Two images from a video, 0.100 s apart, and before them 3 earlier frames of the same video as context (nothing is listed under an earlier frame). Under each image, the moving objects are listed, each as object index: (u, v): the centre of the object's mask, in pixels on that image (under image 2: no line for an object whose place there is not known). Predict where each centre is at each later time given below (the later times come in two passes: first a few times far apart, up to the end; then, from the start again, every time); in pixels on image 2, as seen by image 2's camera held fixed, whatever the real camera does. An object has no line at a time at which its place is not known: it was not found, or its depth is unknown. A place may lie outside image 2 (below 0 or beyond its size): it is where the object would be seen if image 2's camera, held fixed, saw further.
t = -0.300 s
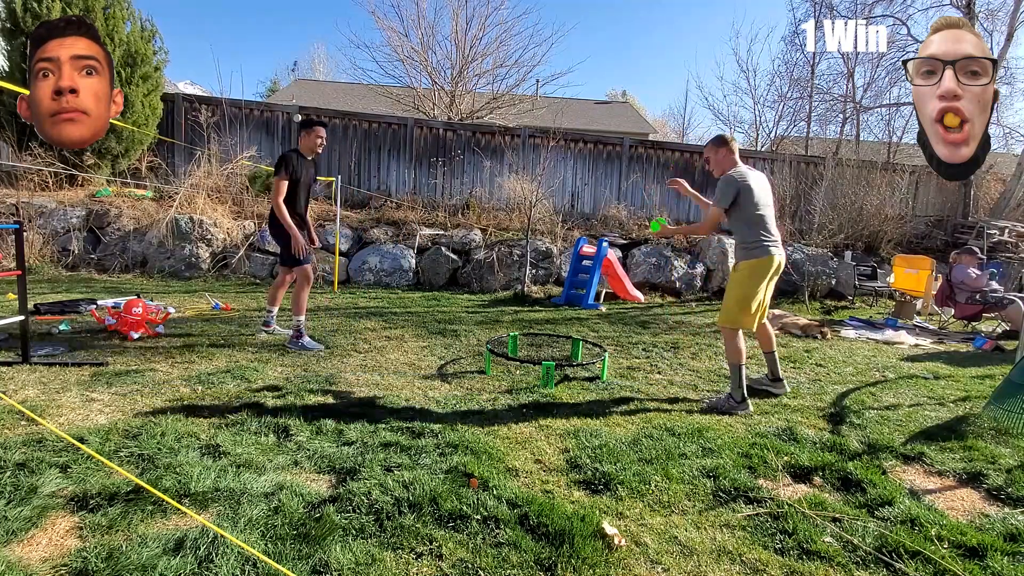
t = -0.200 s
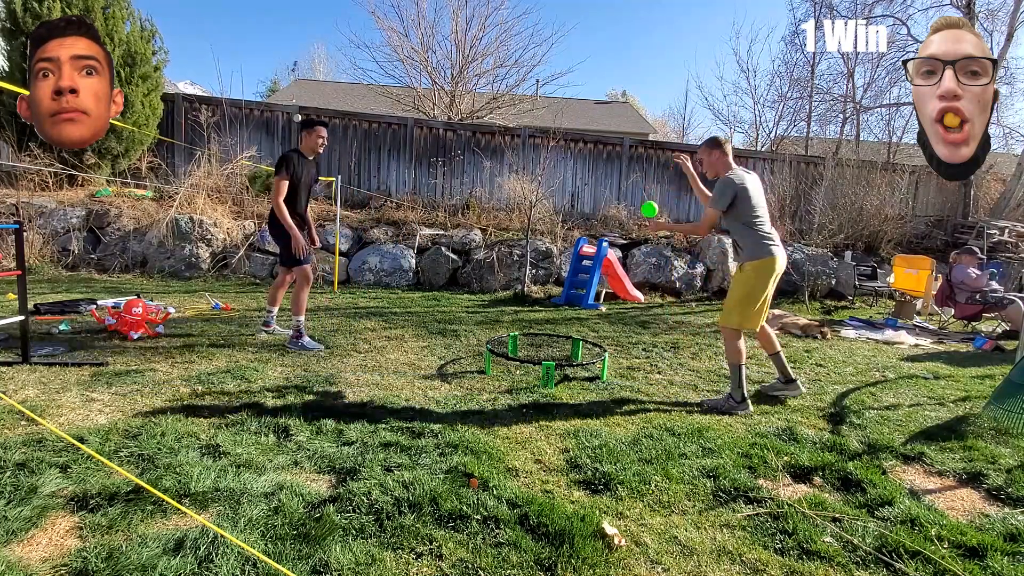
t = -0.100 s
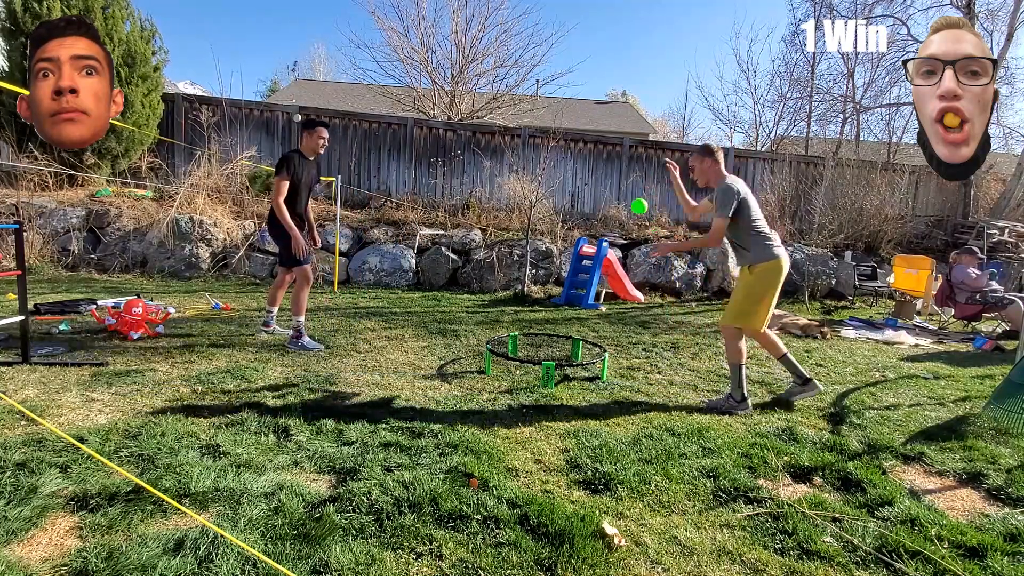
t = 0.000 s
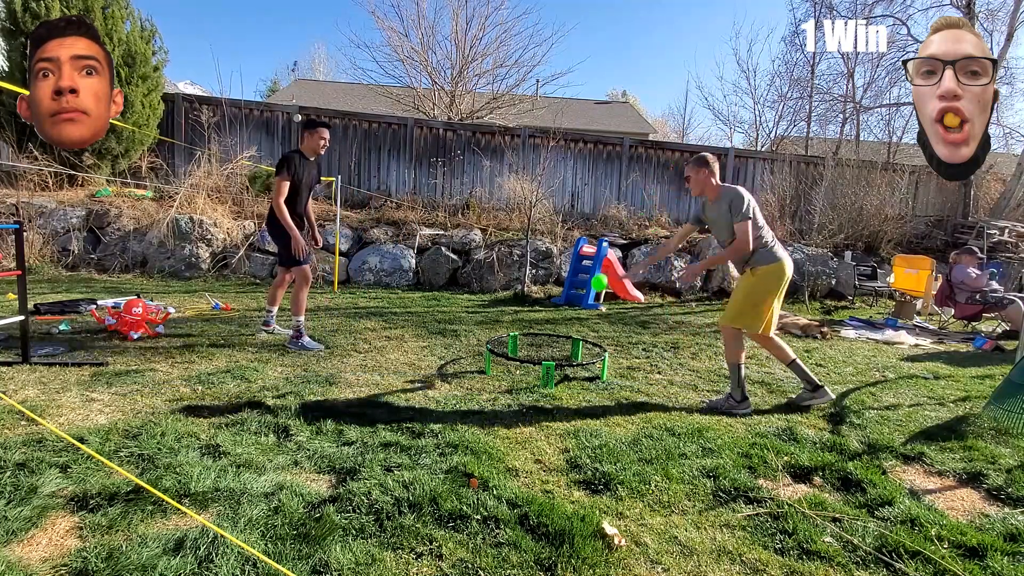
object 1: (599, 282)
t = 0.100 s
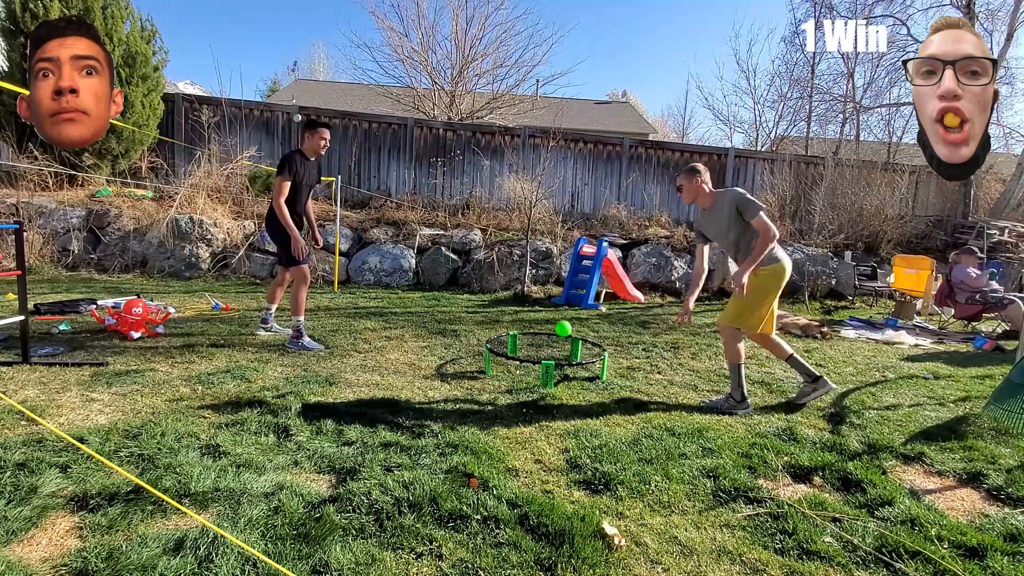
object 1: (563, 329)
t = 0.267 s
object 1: (536, 205)
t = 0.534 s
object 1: (489, 83)
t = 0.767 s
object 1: (443, 57)
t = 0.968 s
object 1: (404, 98)
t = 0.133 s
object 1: (558, 301)
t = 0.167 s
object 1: (553, 275)
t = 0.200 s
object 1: (547, 250)
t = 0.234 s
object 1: (542, 227)
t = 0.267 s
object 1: (536, 205)
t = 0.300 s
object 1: (530, 184)
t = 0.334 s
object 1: (525, 165)
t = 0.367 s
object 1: (519, 148)
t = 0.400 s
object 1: (513, 132)
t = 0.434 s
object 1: (507, 117)
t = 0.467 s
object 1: (501, 104)
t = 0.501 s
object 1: (495, 93)
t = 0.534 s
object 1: (489, 83)
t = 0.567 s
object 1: (483, 75)
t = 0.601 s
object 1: (476, 68)
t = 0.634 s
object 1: (470, 62)
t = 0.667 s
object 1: (463, 59)
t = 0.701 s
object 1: (457, 57)
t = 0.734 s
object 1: (450, 56)
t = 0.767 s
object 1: (443, 57)
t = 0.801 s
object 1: (437, 60)
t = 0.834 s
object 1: (430, 65)
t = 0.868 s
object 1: (424, 71)
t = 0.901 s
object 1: (417, 78)
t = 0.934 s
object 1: (410, 87)
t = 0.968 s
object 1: (404, 98)
